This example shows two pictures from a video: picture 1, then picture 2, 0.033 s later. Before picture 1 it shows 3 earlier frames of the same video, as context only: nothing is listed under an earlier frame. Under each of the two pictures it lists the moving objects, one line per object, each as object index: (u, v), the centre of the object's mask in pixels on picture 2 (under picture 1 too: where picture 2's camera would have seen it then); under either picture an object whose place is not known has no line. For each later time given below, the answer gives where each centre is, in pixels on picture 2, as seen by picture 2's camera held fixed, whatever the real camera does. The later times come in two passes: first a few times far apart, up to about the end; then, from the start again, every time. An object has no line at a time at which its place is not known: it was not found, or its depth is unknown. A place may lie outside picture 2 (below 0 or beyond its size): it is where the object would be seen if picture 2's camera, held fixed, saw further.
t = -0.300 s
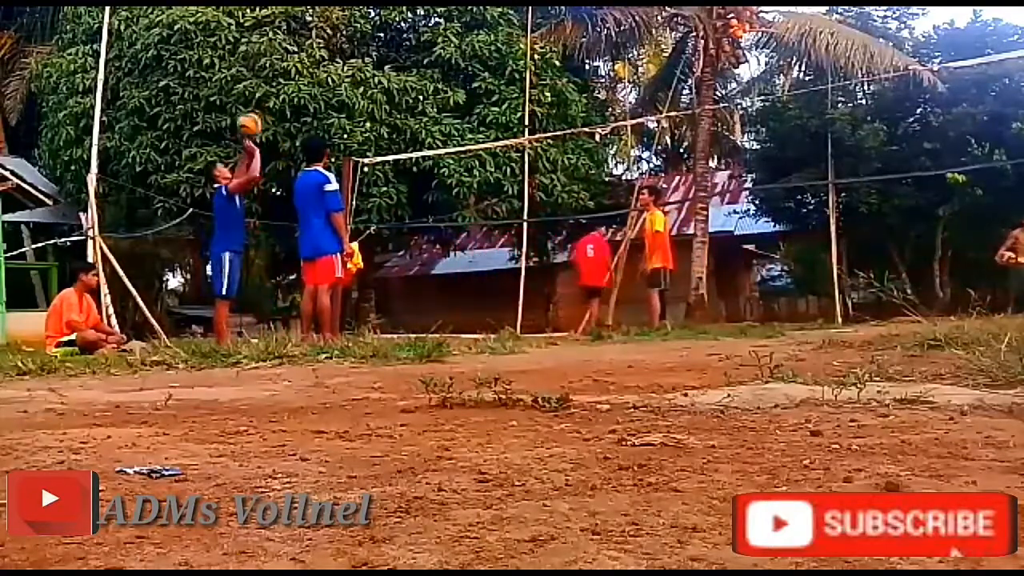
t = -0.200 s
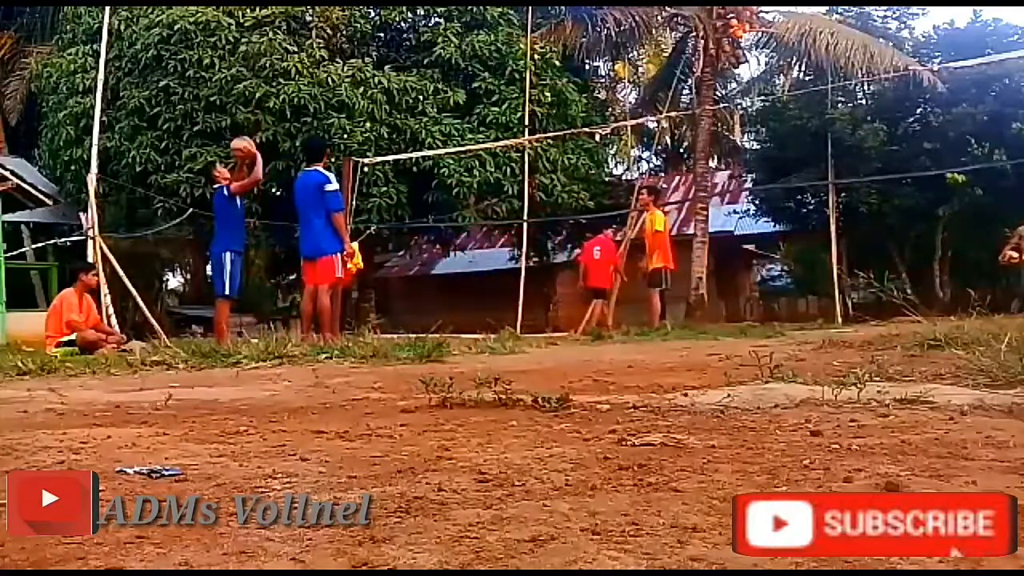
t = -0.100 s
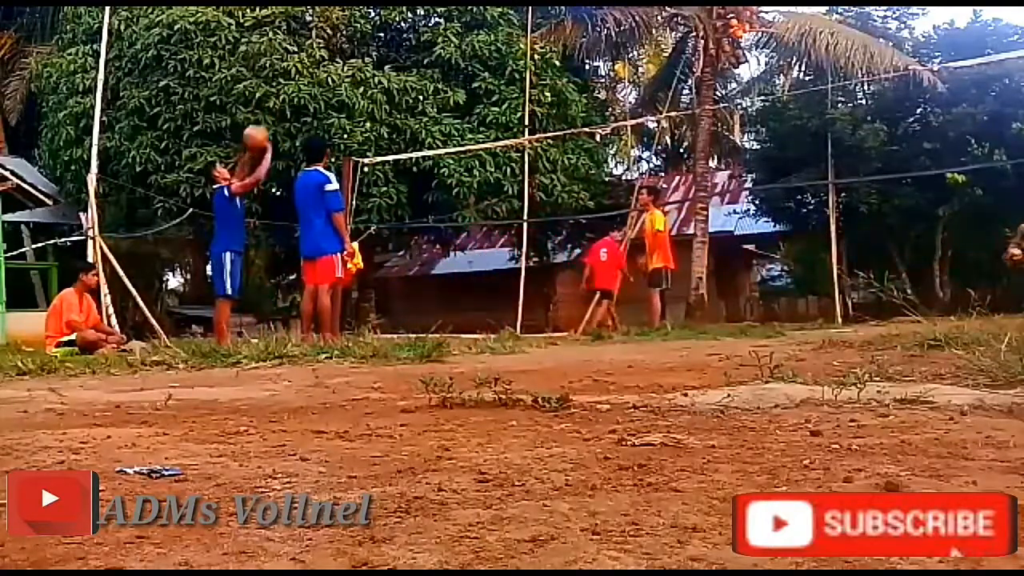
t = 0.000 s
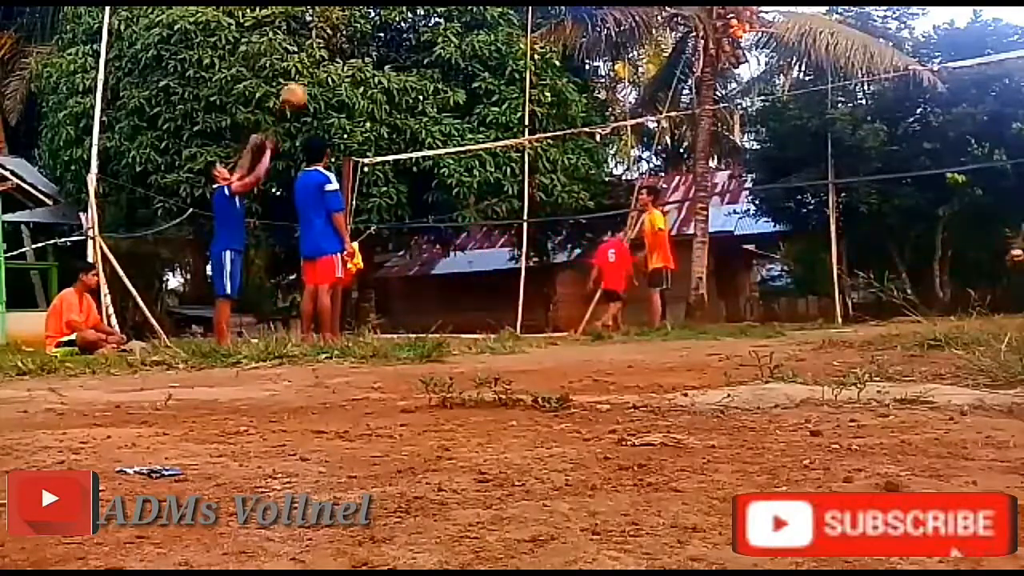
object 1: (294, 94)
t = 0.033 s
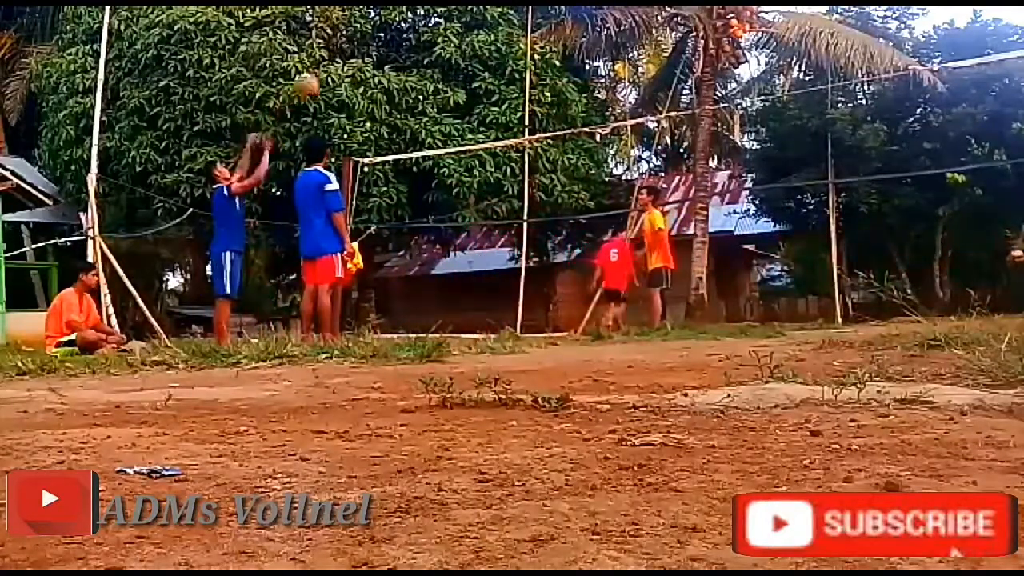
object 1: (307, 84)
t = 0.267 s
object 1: (391, 38)
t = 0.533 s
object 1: (481, 55)
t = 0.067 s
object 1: (320, 72)
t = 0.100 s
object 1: (331, 63)
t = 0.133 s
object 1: (344, 57)
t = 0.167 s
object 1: (356, 50)
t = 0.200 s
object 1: (367, 42)
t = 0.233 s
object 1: (380, 40)
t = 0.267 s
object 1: (391, 38)
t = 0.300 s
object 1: (403, 36)
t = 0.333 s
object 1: (414, 35)
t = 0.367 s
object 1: (426, 36)
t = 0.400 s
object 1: (437, 39)
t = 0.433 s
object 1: (448, 42)
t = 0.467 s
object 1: (459, 44)
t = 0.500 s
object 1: (470, 50)
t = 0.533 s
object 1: (481, 55)
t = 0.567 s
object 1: (491, 62)
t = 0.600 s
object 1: (502, 70)
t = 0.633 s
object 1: (514, 79)
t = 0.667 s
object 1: (523, 88)
